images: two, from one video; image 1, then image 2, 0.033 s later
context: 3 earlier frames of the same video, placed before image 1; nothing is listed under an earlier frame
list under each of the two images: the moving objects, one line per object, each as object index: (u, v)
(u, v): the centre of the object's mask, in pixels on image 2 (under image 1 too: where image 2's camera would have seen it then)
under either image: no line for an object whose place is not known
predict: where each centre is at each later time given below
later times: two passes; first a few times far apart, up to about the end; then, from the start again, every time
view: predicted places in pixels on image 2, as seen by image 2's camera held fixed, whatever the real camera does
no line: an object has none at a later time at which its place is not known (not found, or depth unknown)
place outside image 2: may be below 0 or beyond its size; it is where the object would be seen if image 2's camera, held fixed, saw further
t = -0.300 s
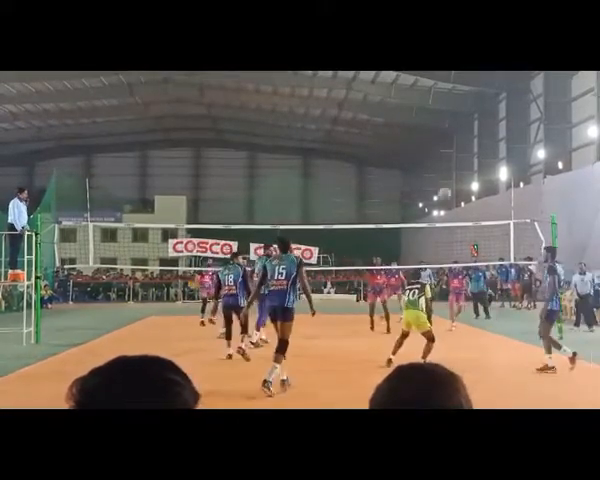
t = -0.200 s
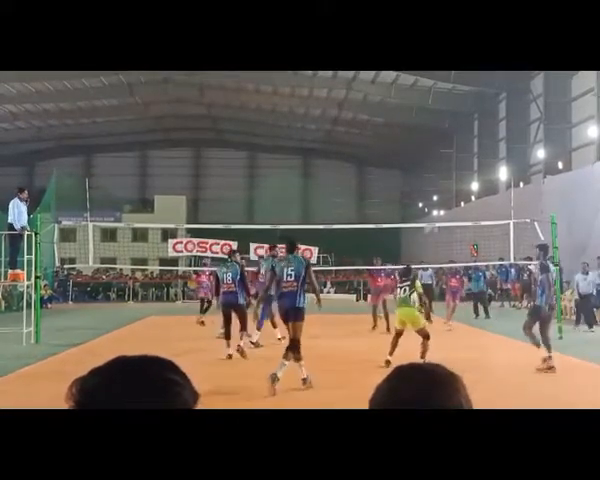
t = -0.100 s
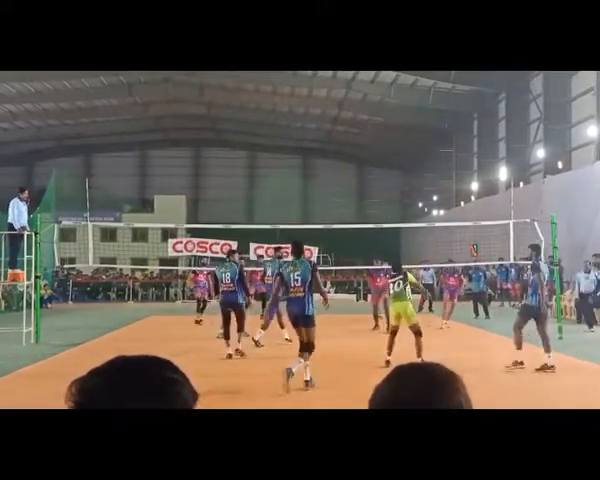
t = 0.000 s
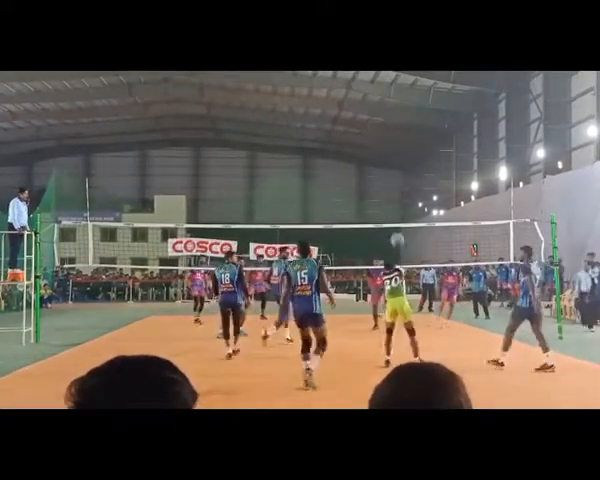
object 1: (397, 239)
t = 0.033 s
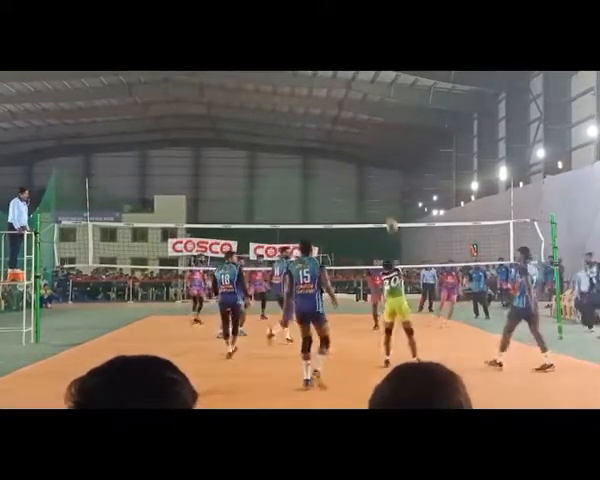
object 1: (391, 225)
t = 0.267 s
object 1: (354, 155)
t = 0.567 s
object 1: (318, 123)
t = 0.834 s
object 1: (291, 134)
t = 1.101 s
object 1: (270, 169)
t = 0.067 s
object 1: (385, 212)
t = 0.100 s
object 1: (379, 200)
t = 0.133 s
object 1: (374, 189)
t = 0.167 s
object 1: (369, 179)
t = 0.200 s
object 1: (364, 170)
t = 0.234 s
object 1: (359, 162)
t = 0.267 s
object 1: (354, 155)
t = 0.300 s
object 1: (349, 148)
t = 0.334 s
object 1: (345, 142)
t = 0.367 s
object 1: (341, 138)
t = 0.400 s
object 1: (336, 133)
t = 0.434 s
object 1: (333, 130)
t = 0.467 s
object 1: (329, 127)
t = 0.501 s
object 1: (325, 126)
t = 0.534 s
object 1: (321, 124)
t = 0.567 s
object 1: (318, 123)
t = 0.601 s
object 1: (314, 122)
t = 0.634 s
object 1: (311, 123)
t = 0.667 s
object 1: (308, 124)
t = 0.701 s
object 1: (304, 125)
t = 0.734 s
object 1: (301, 127)
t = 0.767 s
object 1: (298, 129)
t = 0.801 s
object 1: (294, 131)
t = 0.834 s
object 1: (291, 134)
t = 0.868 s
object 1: (288, 137)
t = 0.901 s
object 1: (286, 141)
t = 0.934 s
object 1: (283, 145)
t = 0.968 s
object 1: (280, 149)
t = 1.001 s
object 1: (277, 154)
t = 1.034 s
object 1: (274, 158)
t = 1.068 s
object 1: (272, 164)
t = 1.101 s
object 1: (270, 169)
